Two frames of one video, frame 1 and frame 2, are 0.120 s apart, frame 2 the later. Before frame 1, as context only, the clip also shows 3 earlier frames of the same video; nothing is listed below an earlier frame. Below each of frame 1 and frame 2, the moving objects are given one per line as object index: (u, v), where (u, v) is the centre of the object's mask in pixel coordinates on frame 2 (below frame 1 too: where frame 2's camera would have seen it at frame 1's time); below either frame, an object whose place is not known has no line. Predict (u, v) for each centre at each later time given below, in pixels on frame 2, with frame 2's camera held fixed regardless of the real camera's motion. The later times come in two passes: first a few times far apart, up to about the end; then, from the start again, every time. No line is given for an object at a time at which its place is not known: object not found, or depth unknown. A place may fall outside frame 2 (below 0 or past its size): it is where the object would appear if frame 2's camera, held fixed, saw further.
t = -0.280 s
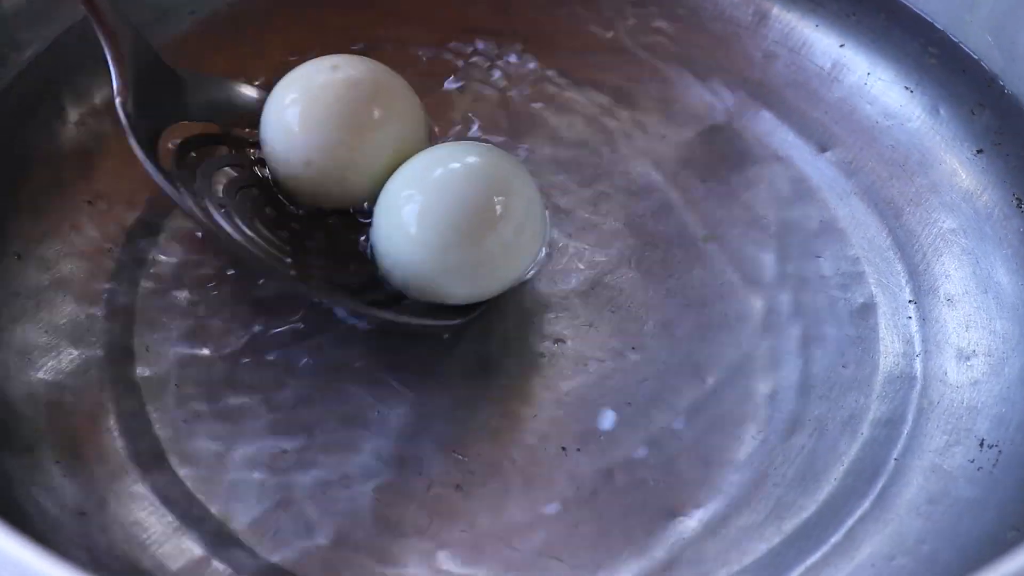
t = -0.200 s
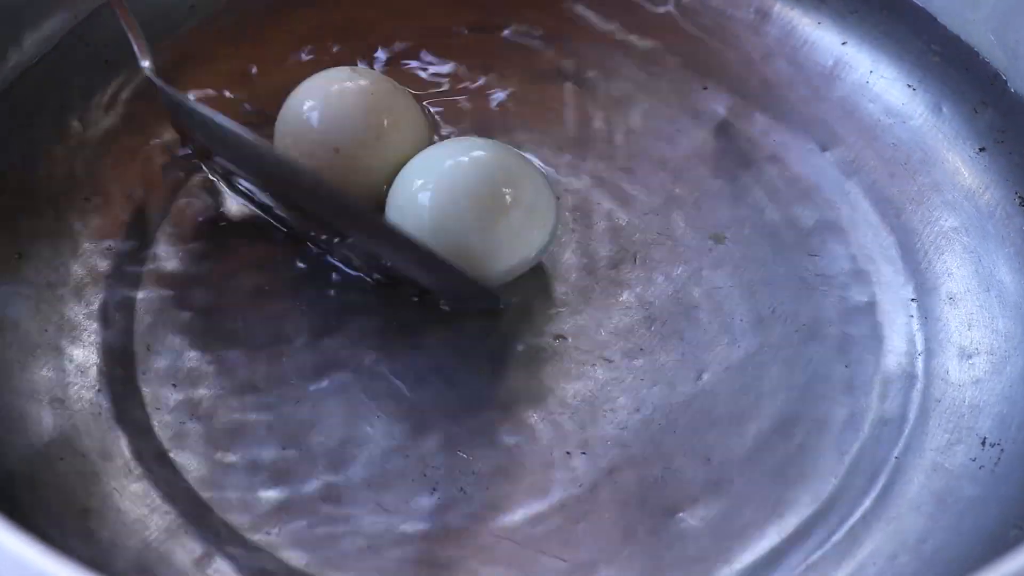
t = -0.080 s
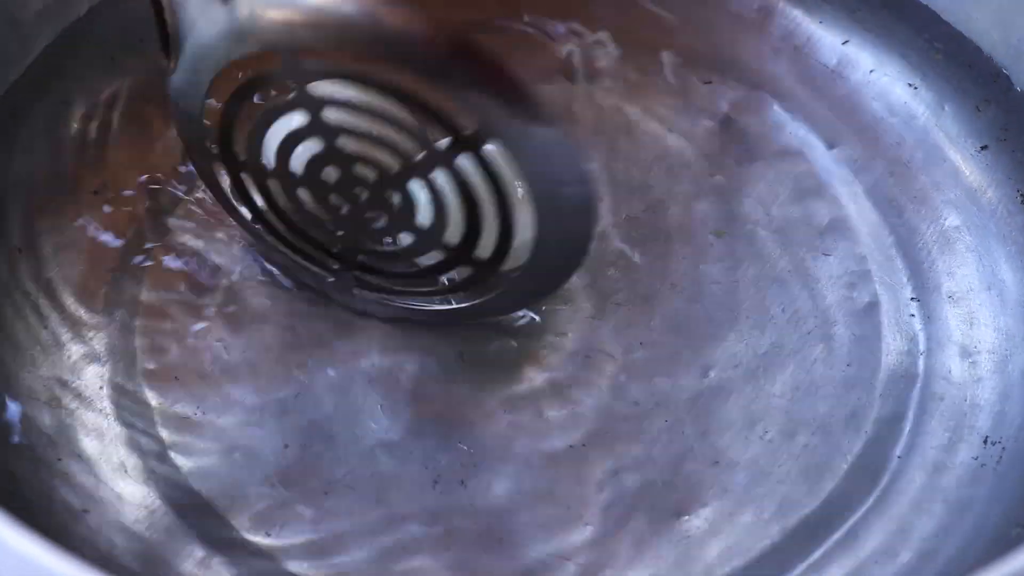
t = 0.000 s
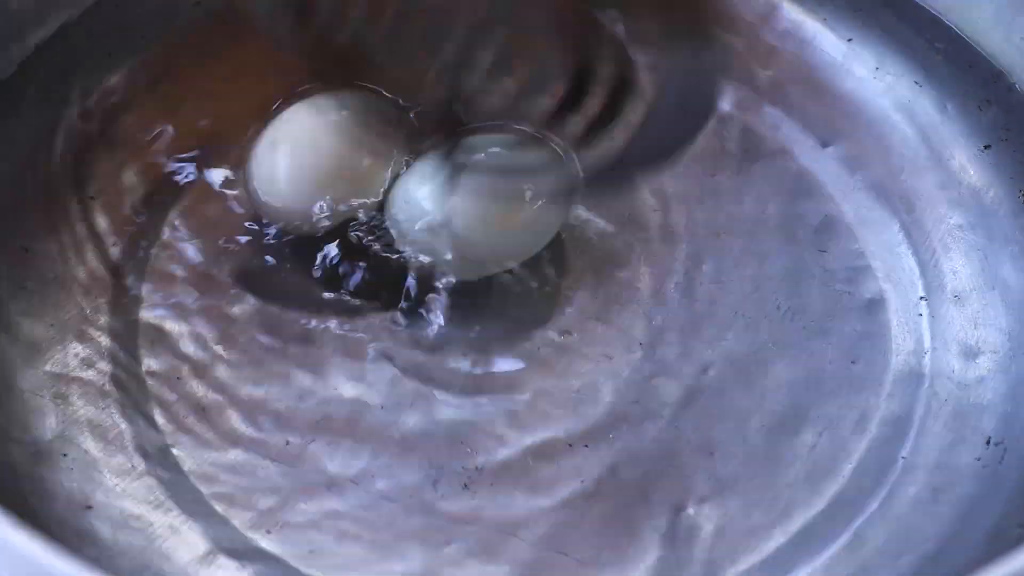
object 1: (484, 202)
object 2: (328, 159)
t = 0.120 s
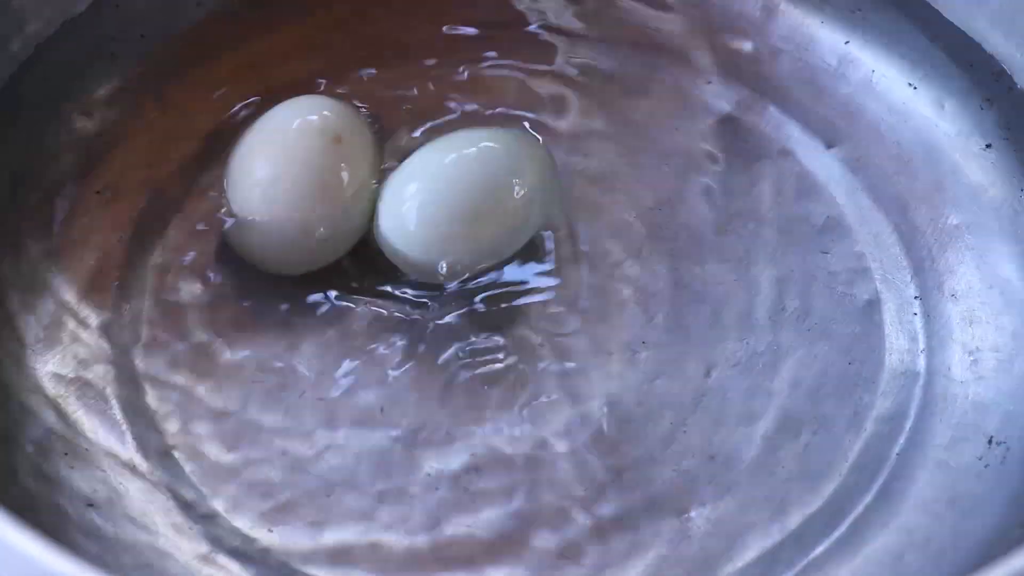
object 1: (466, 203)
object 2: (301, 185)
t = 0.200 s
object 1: (454, 206)
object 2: (287, 192)
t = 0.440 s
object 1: (444, 199)
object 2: (262, 192)
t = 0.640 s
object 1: (446, 185)
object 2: (259, 176)
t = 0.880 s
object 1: (446, 179)
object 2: (266, 175)
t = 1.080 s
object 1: (441, 186)
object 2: (271, 182)
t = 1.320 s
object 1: (438, 195)
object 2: (279, 187)
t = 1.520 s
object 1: (445, 192)
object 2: (288, 180)
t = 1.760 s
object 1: (462, 180)
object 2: (297, 174)
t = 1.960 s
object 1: (482, 182)
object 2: (297, 188)
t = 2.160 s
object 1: (492, 179)
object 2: (304, 195)
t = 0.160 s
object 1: (458, 204)
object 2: (293, 187)
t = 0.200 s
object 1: (454, 206)
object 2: (287, 192)
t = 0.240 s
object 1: (450, 206)
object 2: (281, 197)
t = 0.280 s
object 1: (450, 203)
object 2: (278, 198)
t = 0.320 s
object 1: (447, 203)
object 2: (274, 198)
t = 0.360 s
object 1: (445, 203)
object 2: (269, 197)
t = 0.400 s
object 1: (445, 200)
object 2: (264, 195)
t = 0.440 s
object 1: (444, 199)
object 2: (262, 192)
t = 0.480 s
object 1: (445, 198)
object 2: (261, 188)
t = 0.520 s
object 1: (445, 195)
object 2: (259, 184)
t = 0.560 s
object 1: (446, 191)
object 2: (258, 180)
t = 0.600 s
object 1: (446, 188)
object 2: (259, 177)
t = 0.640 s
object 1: (446, 185)
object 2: (259, 176)
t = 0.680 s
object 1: (446, 182)
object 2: (261, 174)
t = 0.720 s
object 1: (444, 180)
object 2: (261, 173)
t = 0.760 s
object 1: (445, 180)
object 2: (263, 174)
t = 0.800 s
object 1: (445, 180)
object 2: (263, 174)
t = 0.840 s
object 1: (446, 180)
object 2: (265, 175)
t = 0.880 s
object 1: (446, 179)
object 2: (266, 175)
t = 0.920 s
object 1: (446, 179)
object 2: (266, 175)
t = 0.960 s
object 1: (444, 179)
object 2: (267, 176)
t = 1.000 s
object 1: (443, 181)
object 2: (268, 178)
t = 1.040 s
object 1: (443, 183)
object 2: (271, 180)
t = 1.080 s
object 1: (441, 186)
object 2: (271, 182)
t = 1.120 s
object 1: (439, 189)
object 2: (272, 185)
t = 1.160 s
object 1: (439, 191)
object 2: (273, 187)
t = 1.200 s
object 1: (437, 192)
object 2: (274, 188)
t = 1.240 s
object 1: (436, 194)
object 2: (275, 189)
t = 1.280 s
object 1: (437, 196)
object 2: (278, 189)
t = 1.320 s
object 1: (438, 195)
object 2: (279, 187)
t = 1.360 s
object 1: (439, 195)
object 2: (282, 187)
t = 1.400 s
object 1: (441, 194)
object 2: (284, 185)
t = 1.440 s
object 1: (442, 194)
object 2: (285, 183)
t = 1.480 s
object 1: (443, 192)
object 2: (286, 181)
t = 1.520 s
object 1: (445, 192)
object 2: (288, 180)
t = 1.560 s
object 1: (447, 189)
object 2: (289, 178)
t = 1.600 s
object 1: (450, 187)
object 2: (291, 176)
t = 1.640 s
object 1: (453, 186)
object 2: (294, 175)
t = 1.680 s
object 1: (456, 183)
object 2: (295, 174)
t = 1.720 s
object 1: (459, 181)
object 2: (296, 174)
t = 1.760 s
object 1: (462, 180)
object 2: (297, 174)
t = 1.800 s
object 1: (465, 180)
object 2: (298, 177)
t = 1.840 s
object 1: (469, 180)
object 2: (299, 179)
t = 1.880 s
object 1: (474, 182)
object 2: (298, 181)
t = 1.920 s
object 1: (479, 182)
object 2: (297, 185)
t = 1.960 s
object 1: (482, 182)
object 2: (297, 188)
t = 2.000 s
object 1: (484, 183)
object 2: (297, 190)
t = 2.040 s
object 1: (486, 184)
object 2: (297, 193)
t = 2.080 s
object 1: (487, 184)
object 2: (299, 195)
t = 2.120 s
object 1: (489, 182)
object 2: (301, 196)
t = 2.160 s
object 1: (492, 179)
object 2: (304, 195)
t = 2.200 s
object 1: (495, 178)
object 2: (306, 195)
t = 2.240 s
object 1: (498, 176)
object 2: (309, 194)
